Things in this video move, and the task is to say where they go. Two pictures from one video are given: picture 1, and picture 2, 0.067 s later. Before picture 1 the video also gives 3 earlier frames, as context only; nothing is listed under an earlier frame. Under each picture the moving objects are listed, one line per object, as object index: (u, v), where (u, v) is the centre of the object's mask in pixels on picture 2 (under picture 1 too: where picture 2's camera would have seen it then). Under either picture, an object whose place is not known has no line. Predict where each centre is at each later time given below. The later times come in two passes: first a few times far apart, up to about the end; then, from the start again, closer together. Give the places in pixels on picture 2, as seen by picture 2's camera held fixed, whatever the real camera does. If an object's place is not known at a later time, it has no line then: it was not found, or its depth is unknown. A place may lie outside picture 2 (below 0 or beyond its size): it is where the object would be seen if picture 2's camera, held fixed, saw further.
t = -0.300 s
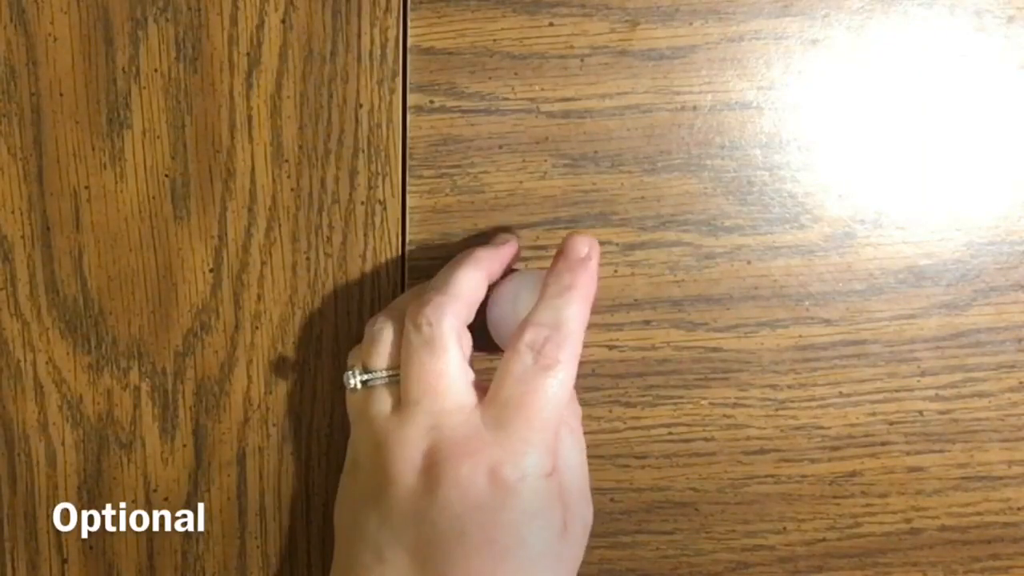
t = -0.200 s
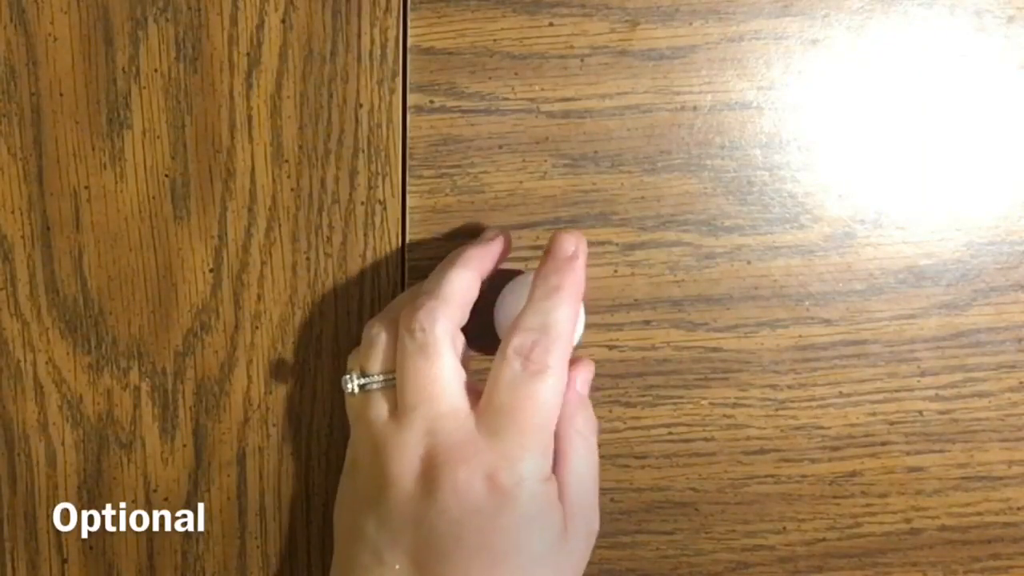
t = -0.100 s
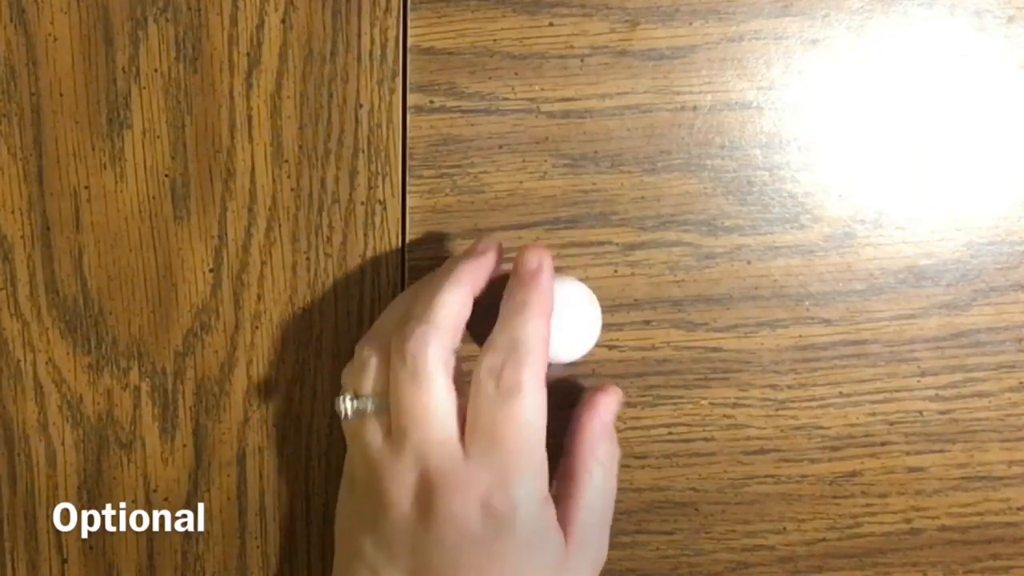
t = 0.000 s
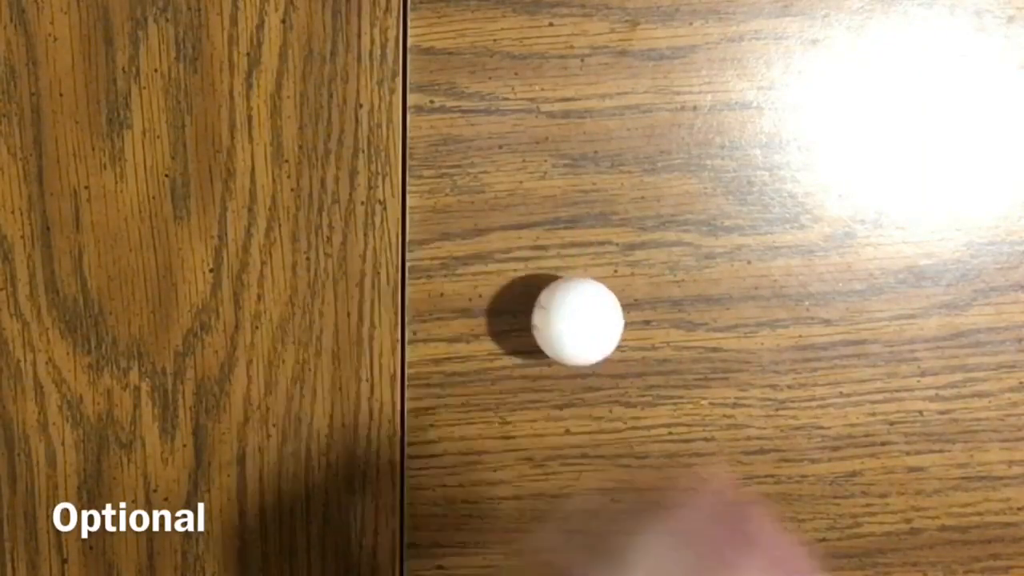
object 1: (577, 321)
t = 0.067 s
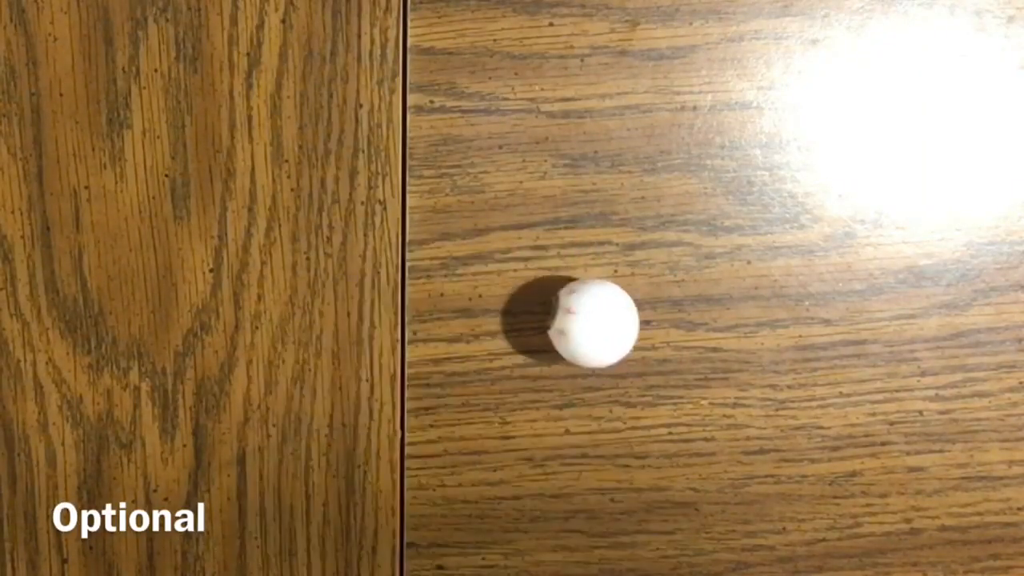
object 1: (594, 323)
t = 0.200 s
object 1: (619, 328)
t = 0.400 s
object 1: (638, 320)
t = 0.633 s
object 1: (612, 295)
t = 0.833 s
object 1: (601, 272)
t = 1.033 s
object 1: (621, 279)
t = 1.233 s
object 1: (610, 265)
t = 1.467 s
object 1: (597, 258)
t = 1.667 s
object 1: (595, 259)
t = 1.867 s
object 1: (599, 259)
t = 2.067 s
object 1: (608, 258)
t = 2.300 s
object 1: (610, 257)
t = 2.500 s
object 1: (607, 260)
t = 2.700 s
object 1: (606, 258)
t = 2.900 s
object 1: (608, 259)
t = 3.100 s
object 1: (606, 258)
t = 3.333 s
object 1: (607, 259)
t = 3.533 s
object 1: (606, 259)
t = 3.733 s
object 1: (606, 259)
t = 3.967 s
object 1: (606, 259)
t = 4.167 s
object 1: (606, 259)
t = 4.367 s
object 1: (606, 259)
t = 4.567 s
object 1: (606, 259)
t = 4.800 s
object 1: (606, 259)
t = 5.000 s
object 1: (606, 259)
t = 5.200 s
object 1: (606, 259)
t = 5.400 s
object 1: (606, 259)
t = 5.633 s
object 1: (606, 259)
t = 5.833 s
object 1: (606, 259)
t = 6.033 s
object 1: (606, 259)
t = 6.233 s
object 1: (606, 259)
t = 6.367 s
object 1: (606, 259)
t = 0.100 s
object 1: (598, 324)
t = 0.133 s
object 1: (606, 325)
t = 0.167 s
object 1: (612, 327)
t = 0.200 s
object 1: (619, 328)
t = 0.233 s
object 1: (626, 329)
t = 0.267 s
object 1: (633, 330)
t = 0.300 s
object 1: (638, 330)
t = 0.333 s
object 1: (641, 328)
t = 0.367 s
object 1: (642, 324)
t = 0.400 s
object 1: (638, 320)
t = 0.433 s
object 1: (633, 316)
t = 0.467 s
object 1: (629, 312)
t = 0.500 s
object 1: (624, 308)
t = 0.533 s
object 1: (619, 304)
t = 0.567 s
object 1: (614, 299)
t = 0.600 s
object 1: (612, 297)
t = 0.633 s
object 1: (612, 295)
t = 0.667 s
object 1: (611, 294)
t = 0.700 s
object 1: (611, 291)
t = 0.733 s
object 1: (609, 287)
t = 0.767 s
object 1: (606, 282)
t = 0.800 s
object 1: (603, 277)
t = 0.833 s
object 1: (601, 272)
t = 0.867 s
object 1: (600, 269)
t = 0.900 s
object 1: (603, 270)
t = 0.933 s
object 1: (606, 273)
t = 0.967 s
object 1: (610, 275)
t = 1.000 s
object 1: (616, 277)
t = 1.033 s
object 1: (621, 279)
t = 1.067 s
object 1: (623, 279)
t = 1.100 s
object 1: (622, 277)
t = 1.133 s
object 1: (618, 273)
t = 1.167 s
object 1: (615, 270)
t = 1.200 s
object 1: (612, 267)
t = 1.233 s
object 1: (610, 265)
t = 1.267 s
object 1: (607, 263)
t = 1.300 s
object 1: (605, 261)
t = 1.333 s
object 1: (603, 260)
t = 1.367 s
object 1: (601, 259)
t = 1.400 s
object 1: (599, 258)
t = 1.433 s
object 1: (598, 258)
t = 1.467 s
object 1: (597, 258)
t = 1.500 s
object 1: (596, 258)
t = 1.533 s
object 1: (595, 259)
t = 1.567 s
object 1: (595, 259)
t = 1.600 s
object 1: (595, 259)
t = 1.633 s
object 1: (595, 259)
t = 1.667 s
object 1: (595, 259)
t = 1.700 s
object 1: (596, 259)
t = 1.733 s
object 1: (596, 259)
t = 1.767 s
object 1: (597, 258)
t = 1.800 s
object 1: (597, 259)
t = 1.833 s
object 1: (598, 259)
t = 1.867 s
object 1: (599, 259)
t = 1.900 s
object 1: (600, 259)
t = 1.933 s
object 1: (601, 259)
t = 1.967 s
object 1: (602, 259)
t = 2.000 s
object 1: (604, 259)
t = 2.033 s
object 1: (606, 259)
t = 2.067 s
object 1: (608, 258)
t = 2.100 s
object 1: (609, 258)
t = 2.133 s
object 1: (610, 257)
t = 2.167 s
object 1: (611, 256)
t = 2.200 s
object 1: (611, 256)
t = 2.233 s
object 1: (611, 256)
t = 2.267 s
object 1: (611, 257)
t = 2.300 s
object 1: (610, 257)
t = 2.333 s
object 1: (609, 258)
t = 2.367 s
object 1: (609, 258)
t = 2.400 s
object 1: (608, 258)
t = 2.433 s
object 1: (607, 259)
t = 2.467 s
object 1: (606, 260)
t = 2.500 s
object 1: (607, 260)
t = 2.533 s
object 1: (607, 260)
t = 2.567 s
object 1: (607, 259)
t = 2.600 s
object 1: (607, 258)
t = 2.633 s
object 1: (607, 257)
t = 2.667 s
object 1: (606, 258)
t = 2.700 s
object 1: (606, 258)
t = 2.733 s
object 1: (607, 258)
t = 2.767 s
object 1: (607, 259)
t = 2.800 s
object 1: (607, 260)
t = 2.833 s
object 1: (607, 260)
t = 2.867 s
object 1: (608, 260)
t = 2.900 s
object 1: (608, 259)
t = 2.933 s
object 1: (608, 259)
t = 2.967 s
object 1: (608, 259)
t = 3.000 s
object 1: (607, 260)
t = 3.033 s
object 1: (606, 259)
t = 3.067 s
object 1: (606, 259)
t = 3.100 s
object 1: (606, 258)
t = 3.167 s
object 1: (606, 259)
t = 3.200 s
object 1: (606, 259)
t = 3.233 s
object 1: (606, 259)
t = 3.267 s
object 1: (607, 259)
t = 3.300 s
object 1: (607, 259)
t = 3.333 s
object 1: (607, 259)
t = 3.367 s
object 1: (607, 259)
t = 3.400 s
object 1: (607, 259)
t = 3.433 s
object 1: (607, 259)
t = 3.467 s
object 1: (607, 259)
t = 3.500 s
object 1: (606, 259)
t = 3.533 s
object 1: (606, 259)
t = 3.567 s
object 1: (606, 259)
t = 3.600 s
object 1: (606, 259)
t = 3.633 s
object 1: (606, 259)
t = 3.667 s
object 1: (606, 259)
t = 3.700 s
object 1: (606, 259)
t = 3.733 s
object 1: (606, 259)
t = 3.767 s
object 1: (606, 259)
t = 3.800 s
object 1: (606, 259)
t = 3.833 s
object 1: (606, 259)
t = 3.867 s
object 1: (606, 259)
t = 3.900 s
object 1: (606, 259)
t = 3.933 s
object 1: (606, 259)
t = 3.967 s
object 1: (606, 259)
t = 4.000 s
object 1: (606, 259)
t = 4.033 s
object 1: (606, 259)
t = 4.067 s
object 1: (606, 259)
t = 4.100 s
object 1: (606, 259)
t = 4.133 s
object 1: (606, 259)
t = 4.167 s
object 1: (606, 259)
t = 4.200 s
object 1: (606, 259)
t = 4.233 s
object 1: (606, 259)
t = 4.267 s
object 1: (606, 259)
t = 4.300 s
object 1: (606, 259)
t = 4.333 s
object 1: (606, 259)
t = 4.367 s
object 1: (606, 259)
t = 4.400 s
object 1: (606, 259)
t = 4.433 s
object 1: (606, 259)
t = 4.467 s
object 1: (606, 259)
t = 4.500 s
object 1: (606, 259)
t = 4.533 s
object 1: (606, 259)
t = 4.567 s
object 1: (606, 259)
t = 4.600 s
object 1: (606, 259)
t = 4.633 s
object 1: (606, 259)
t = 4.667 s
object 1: (606, 259)
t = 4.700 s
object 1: (606, 259)
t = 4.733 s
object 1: (606, 259)
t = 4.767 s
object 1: (606, 259)
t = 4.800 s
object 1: (606, 259)
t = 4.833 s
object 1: (606, 259)
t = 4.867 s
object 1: (606, 259)
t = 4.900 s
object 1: (606, 259)
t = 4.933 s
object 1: (606, 259)
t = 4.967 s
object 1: (606, 259)
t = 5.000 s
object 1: (606, 259)
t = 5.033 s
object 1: (606, 259)
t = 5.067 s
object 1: (606, 259)
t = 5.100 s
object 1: (606, 259)
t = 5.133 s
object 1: (606, 259)
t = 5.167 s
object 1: (606, 259)
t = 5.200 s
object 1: (606, 259)
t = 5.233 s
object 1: (606, 259)
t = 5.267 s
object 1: (606, 259)
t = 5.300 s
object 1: (606, 259)
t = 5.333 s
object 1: (606, 259)
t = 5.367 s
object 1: (606, 259)
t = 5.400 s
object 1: (606, 259)
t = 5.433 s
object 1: (606, 259)
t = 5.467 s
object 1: (606, 259)
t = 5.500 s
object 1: (606, 259)
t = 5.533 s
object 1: (606, 259)
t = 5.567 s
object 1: (606, 259)
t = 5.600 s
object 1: (606, 259)
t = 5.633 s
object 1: (606, 259)
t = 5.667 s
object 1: (606, 259)
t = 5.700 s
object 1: (606, 259)
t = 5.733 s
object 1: (606, 259)
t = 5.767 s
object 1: (606, 259)
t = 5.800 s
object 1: (606, 259)
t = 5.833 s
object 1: (606, 259)
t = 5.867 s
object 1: (606, 259)
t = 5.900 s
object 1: (606, 259)
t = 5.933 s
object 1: (606, 259)
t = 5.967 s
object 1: (606, 259)
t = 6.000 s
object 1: (606, 259)
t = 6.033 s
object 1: (606, 259)
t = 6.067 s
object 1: (606, 259)
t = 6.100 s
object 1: (606, 259)
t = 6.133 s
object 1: (606, 259)
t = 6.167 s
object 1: (606, 259)
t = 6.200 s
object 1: (606, 259)
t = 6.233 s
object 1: (606, 259)
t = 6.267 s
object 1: (606, 259)
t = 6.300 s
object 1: (606, 259)
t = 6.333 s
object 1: (606, 259)
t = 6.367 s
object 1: (606, 259)
